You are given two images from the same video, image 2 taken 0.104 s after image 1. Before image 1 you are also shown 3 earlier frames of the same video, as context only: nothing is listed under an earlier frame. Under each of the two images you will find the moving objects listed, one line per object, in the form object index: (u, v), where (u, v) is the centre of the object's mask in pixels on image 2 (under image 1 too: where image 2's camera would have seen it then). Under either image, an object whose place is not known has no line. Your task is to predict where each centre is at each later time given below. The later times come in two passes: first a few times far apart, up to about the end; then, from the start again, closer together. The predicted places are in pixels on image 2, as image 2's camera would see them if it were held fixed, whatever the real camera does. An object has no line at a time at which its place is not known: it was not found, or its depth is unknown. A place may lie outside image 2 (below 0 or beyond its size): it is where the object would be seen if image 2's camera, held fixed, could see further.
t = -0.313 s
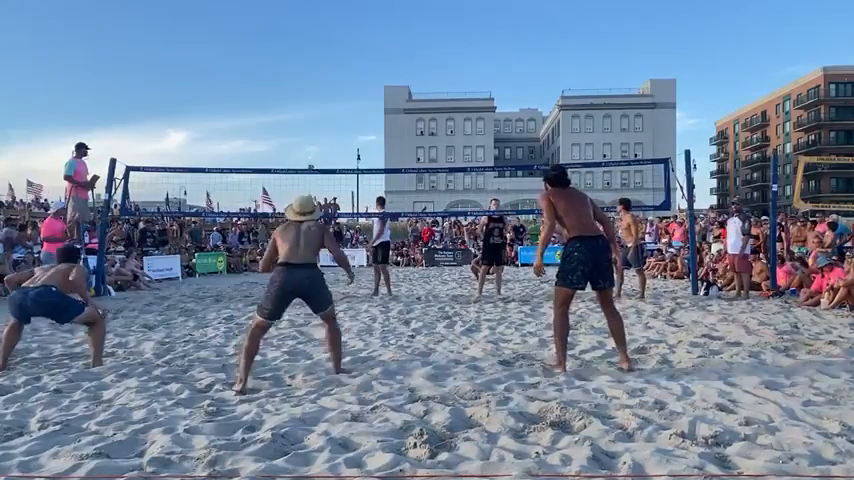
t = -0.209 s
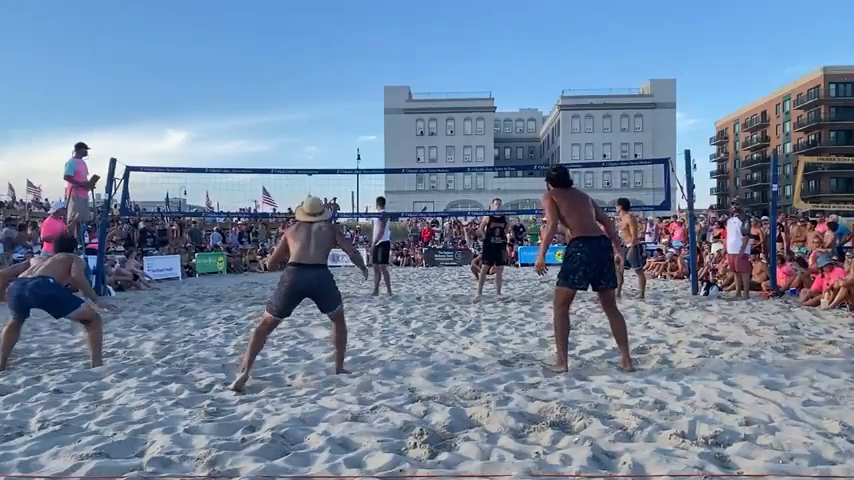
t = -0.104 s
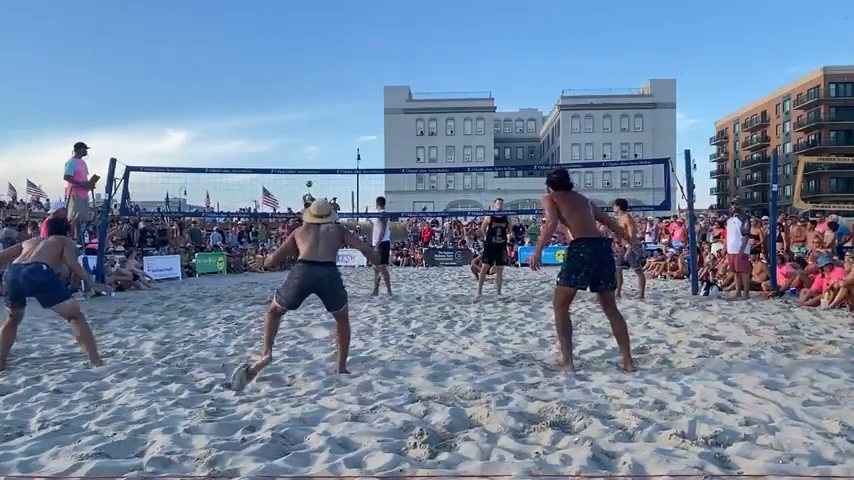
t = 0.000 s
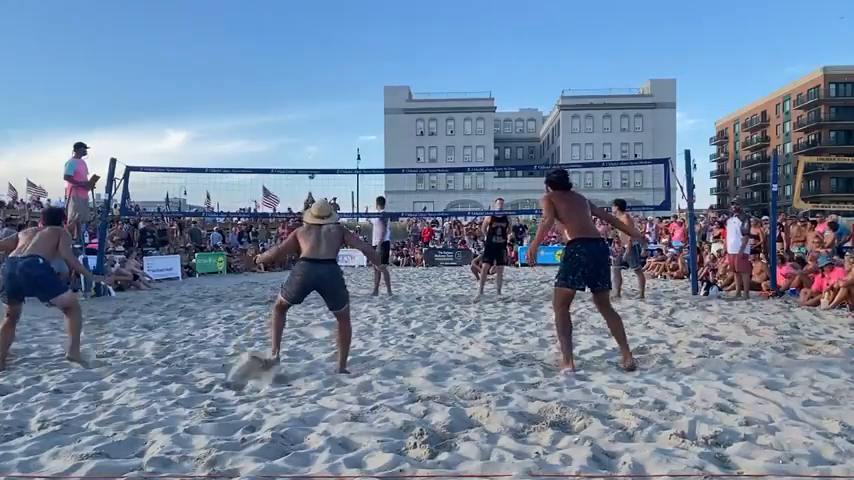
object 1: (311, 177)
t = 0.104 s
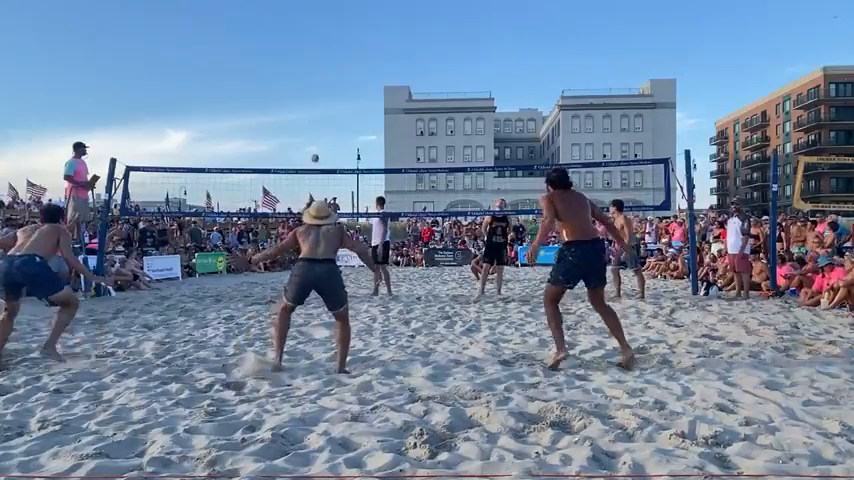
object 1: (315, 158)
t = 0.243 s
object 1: (320, 135)
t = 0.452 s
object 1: (328, 104)
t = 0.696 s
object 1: (341, 78)
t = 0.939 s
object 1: (359, 94)
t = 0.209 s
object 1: (318, 141)
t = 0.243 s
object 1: (320, 135)
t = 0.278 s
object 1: (322, 130)
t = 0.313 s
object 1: (323, 125)
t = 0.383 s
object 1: (325, 114)
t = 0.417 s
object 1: (327, 109)
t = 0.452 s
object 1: (328, 104)
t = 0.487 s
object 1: (329, 100)
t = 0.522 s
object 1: (330, 95)
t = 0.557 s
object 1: (332, 91)
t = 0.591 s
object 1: (333, 88)
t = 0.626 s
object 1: (334, 85)
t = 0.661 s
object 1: (337, 82)
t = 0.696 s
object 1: (341, 78)
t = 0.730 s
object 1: (343, 77)
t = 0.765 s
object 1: (345, 78)
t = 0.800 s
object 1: (348, 79)
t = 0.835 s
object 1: (350, 81)
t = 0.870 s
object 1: (353, 84)
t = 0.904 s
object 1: (356, 88)
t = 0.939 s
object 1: (359, 94)
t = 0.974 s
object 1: (363, 101)
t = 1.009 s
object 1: (366, 110)
